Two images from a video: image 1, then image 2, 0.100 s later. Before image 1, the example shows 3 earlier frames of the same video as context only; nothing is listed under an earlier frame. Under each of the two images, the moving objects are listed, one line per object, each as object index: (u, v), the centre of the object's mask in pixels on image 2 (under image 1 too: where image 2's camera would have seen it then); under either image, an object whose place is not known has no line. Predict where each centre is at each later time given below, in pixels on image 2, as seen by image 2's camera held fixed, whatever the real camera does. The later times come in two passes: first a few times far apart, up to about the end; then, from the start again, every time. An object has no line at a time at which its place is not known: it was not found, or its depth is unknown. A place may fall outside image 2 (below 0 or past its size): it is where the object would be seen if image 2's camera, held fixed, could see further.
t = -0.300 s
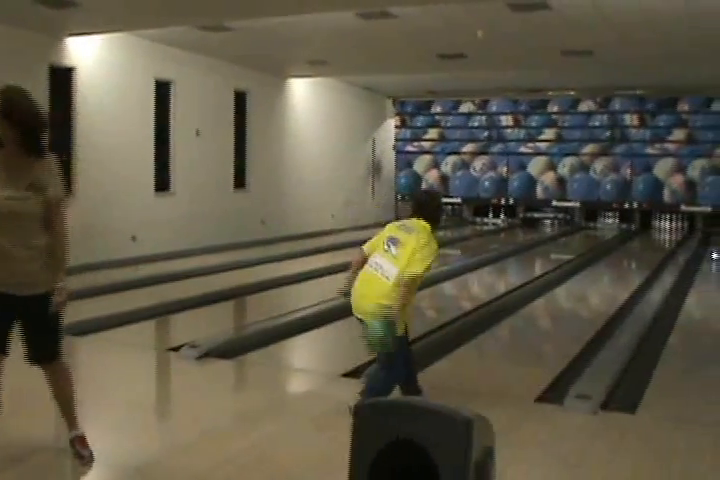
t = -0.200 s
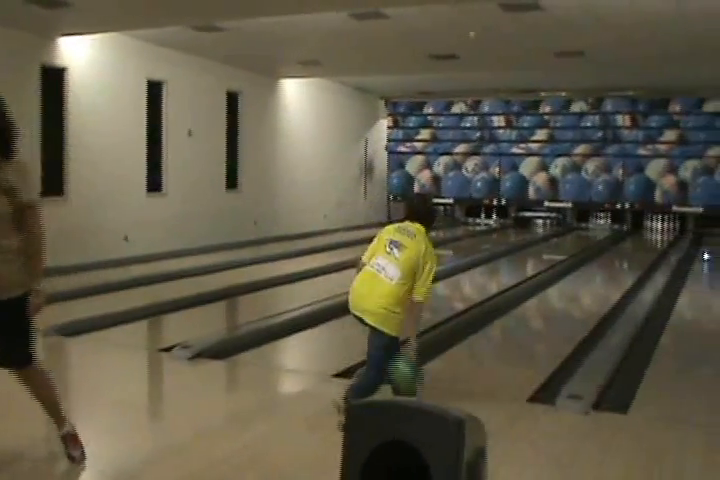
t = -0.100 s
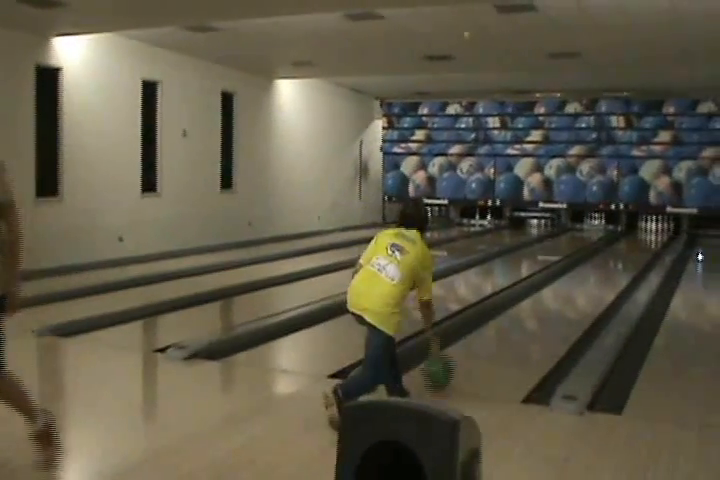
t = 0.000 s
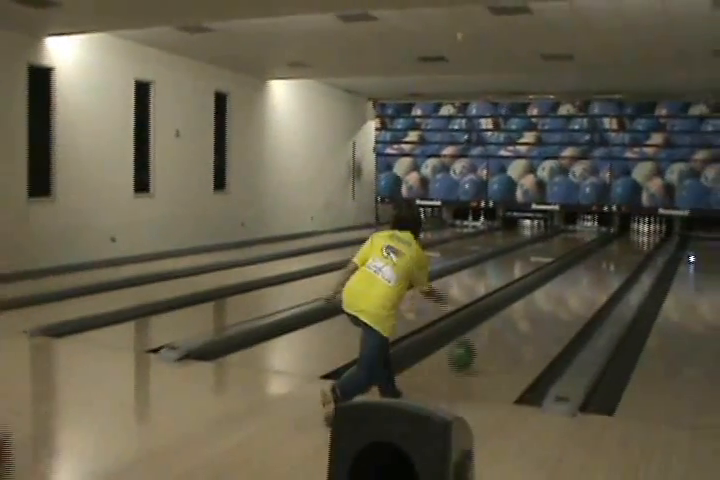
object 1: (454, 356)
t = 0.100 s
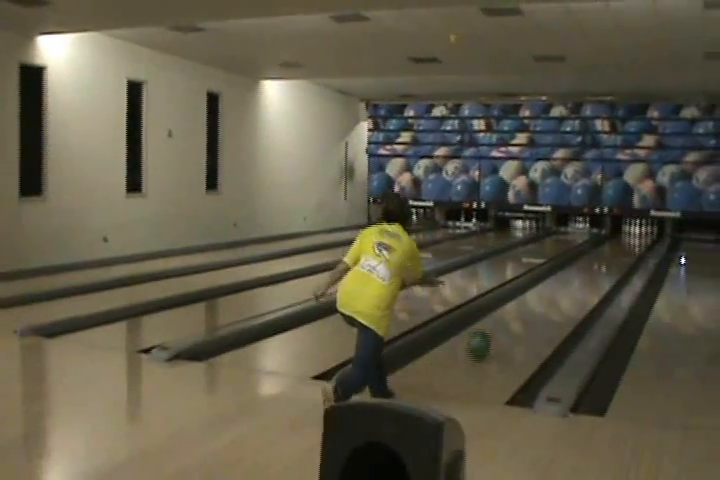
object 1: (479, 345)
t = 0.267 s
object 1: (512, 325)
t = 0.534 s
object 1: (549, 301)
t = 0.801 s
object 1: (575, 286)
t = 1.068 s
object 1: (594, 272)
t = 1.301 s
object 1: (604, 265)
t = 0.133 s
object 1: (487, 341)
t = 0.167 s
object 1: (493, 337)
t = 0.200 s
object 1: (499, 334)
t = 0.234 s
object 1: (506, 329)
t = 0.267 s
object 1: (512, 325)
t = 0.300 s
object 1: (518, 321)
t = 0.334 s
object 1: (523, 317)
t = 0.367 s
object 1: (527, 315)
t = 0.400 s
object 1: (532, 312)
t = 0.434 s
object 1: (537, 308)
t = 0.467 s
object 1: (541, 305)
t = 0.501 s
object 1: (545, 303)
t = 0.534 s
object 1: (549, 301)
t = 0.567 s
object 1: (553, 299)
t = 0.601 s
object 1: (556, 297)
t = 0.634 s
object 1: (560, 294)
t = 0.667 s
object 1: (563, 292)
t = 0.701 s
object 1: (567, 291)
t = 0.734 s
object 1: (571, 288)
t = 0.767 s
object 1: (573, 287)
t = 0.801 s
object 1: (575, 286)
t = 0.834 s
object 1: (578, 283)
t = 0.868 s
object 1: (580, 282)
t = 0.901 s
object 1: (584, 280)
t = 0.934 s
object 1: (585, 279)
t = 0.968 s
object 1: (587, 278)
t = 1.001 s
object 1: (589, 277)
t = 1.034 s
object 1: (592, 272)
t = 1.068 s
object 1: (594, 272)
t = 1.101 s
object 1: (598, 269)
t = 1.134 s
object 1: (599, 268)
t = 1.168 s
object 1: (599, 268)
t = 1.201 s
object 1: (601, 267)
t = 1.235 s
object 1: (603, 265)
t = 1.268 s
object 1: (603, 265)
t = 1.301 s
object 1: (604, 265)
